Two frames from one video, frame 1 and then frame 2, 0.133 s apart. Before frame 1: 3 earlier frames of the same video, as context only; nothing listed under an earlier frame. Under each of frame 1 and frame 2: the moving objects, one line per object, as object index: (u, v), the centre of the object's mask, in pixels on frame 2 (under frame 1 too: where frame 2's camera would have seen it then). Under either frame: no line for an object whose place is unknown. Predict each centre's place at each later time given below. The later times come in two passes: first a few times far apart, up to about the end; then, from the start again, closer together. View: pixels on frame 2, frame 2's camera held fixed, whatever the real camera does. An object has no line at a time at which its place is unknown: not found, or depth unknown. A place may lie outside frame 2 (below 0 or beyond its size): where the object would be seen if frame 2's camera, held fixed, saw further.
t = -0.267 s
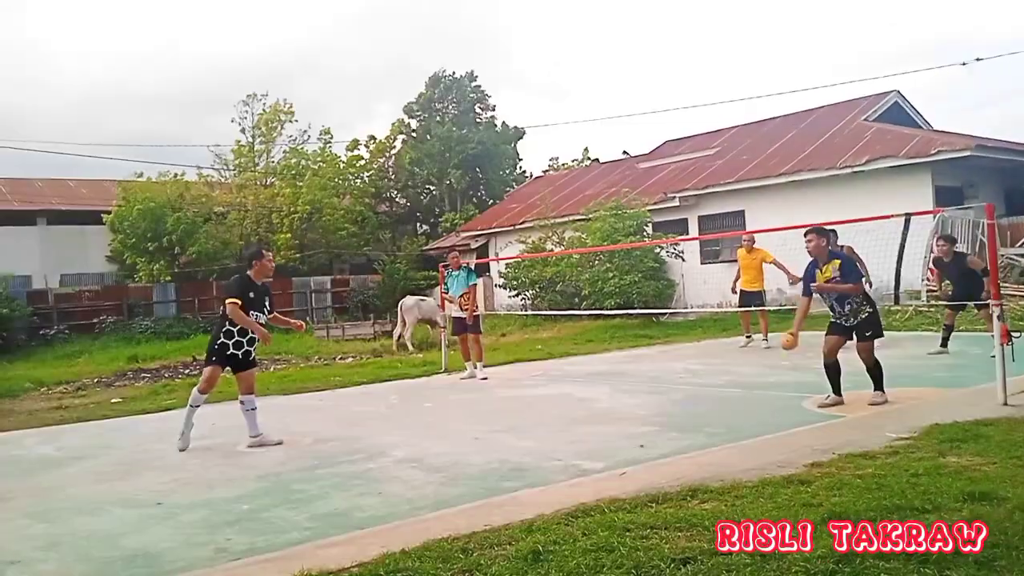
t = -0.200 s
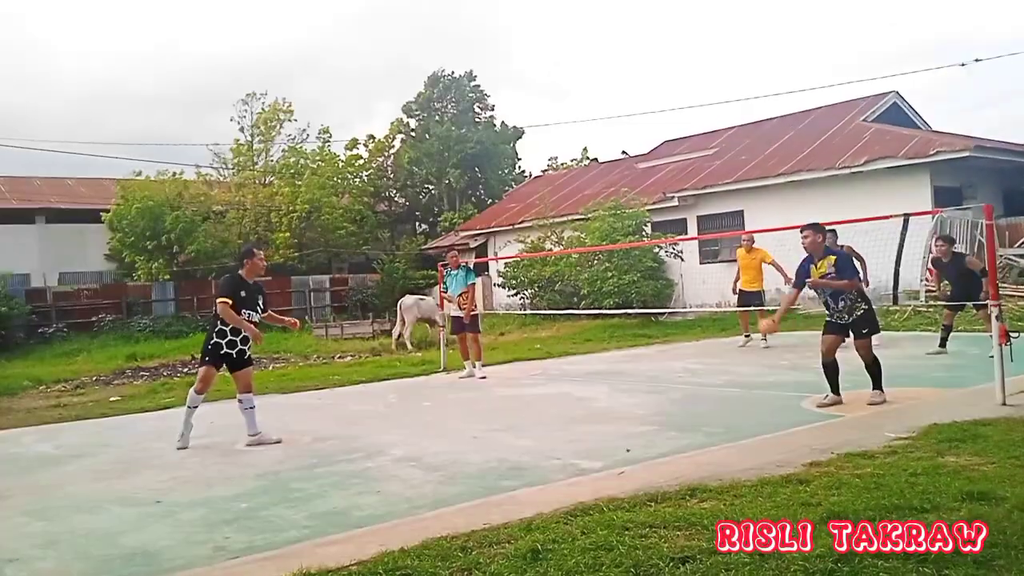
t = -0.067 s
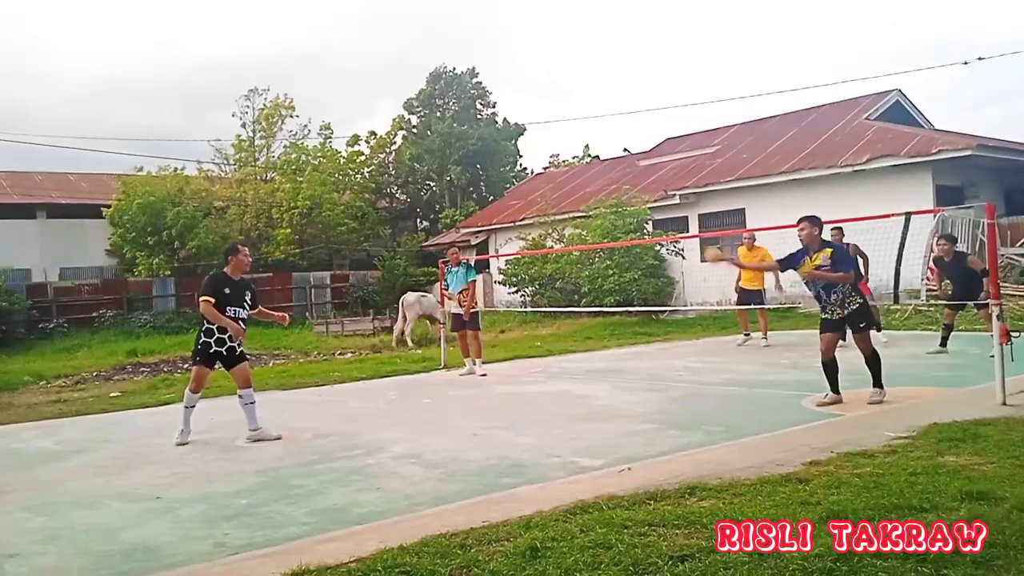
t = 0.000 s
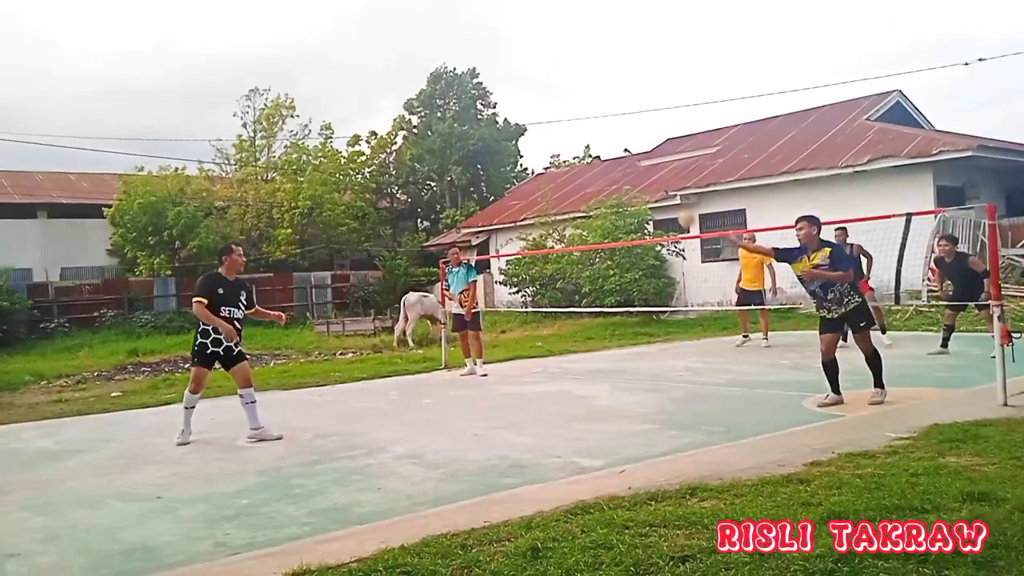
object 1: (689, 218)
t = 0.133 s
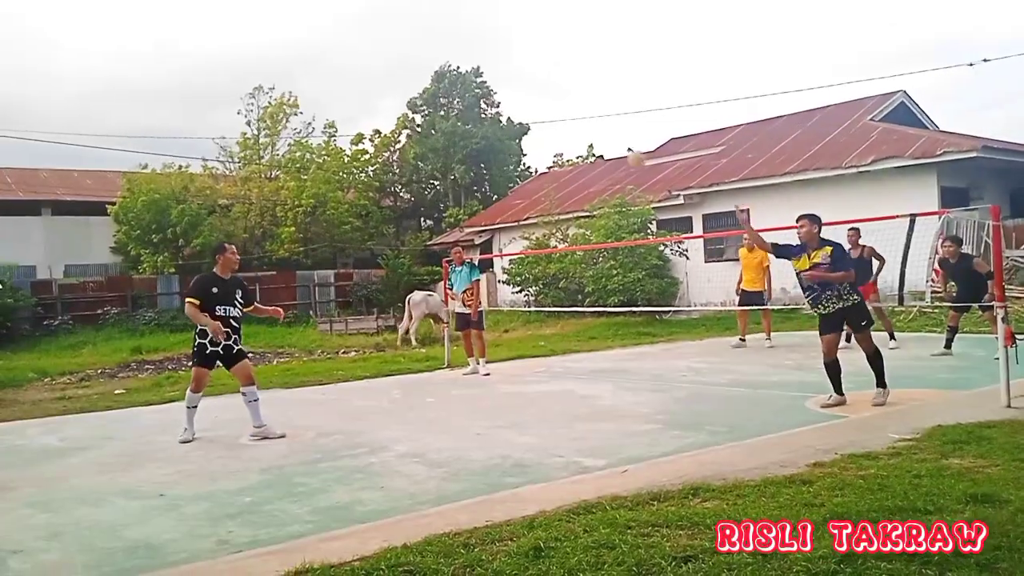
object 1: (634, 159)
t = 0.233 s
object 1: (595, 125)
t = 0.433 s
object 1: (515, 96)
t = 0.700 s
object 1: (409, 134)
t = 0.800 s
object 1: (371, 173)
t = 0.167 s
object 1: (623, 146)
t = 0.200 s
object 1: (609, 135)
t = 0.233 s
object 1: (595, 125)
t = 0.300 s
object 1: (569, 110)
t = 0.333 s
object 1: (555, 105)
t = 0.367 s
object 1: (542, 101)
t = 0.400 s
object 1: (528, 98)
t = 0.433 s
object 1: (515, 96)
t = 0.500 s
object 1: (489, 97)
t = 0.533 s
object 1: (474, 99)
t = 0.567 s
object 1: (462, 104)
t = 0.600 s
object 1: (449, 109)
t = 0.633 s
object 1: (435, 117)
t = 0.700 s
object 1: (409, 134)
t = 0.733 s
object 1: (395, 146)
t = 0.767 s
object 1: (383, 159)
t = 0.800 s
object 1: (371, 173)
